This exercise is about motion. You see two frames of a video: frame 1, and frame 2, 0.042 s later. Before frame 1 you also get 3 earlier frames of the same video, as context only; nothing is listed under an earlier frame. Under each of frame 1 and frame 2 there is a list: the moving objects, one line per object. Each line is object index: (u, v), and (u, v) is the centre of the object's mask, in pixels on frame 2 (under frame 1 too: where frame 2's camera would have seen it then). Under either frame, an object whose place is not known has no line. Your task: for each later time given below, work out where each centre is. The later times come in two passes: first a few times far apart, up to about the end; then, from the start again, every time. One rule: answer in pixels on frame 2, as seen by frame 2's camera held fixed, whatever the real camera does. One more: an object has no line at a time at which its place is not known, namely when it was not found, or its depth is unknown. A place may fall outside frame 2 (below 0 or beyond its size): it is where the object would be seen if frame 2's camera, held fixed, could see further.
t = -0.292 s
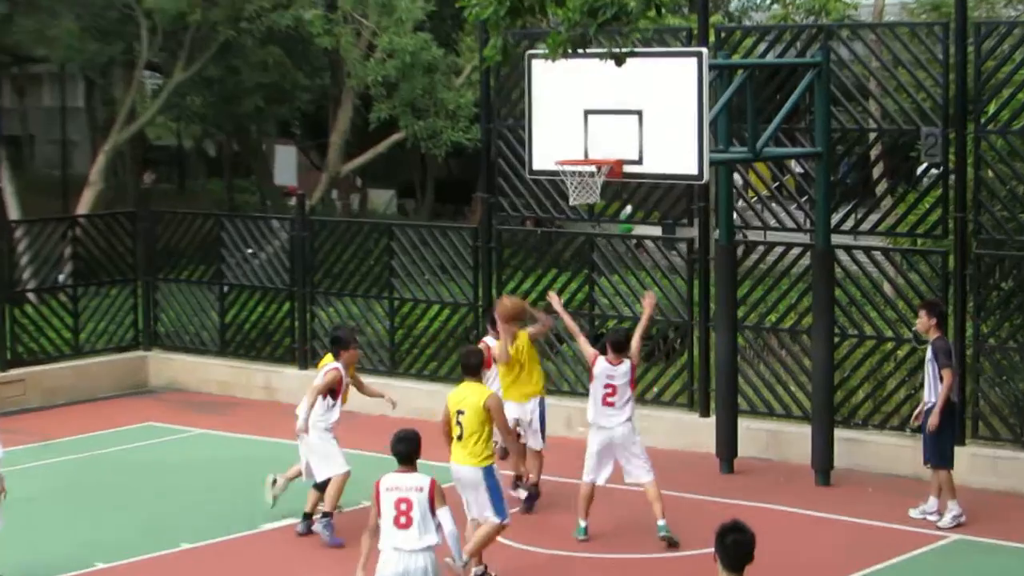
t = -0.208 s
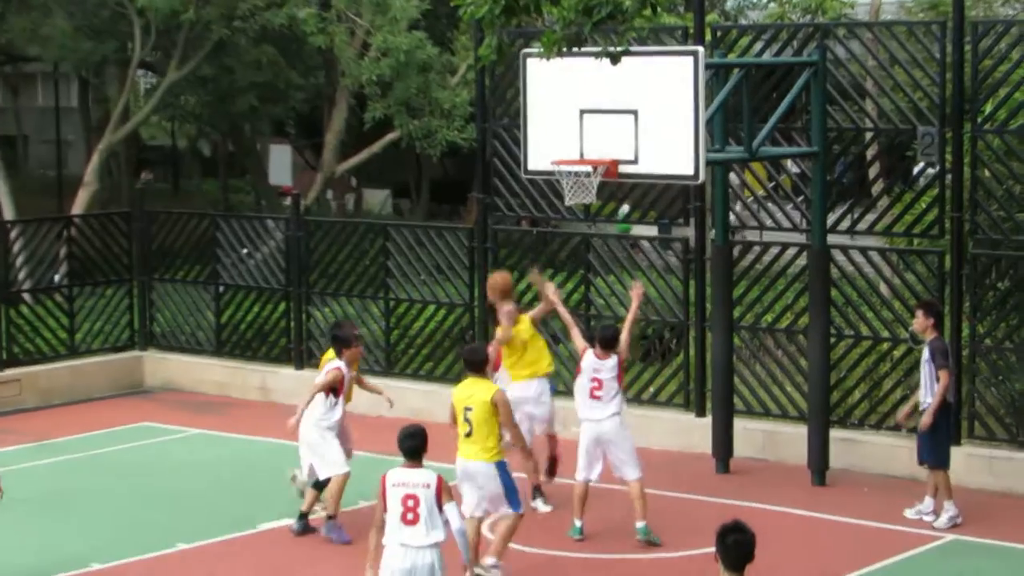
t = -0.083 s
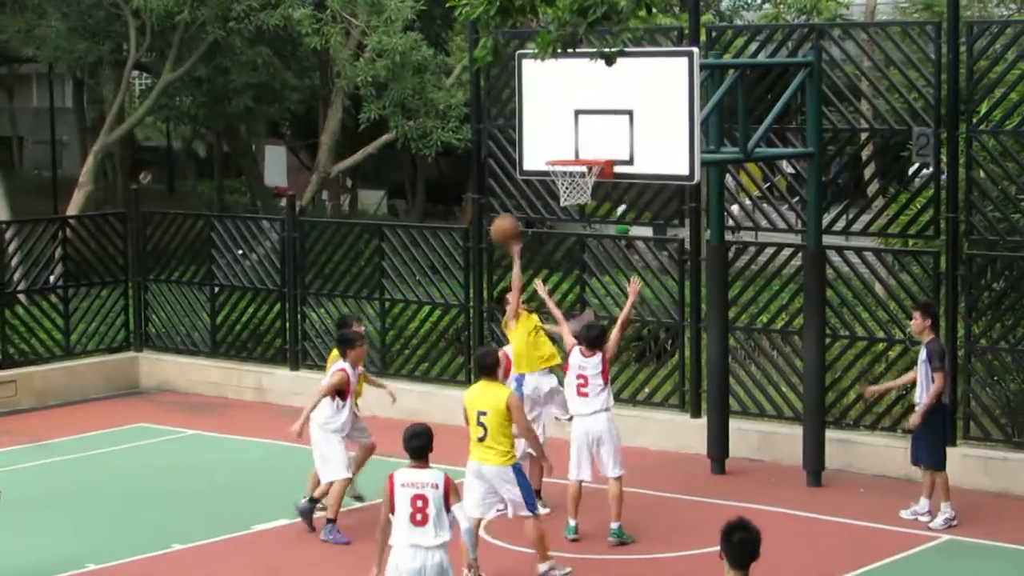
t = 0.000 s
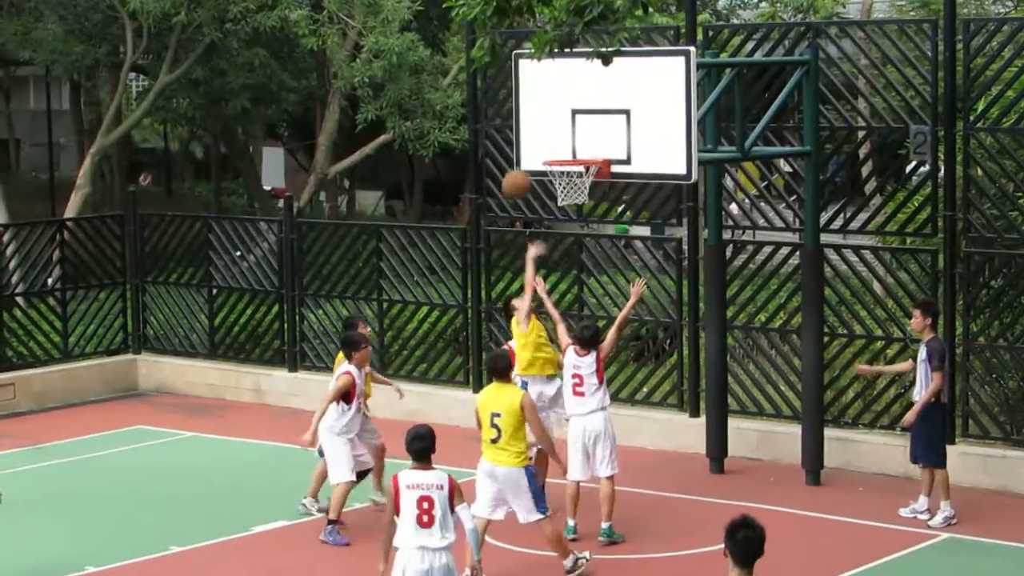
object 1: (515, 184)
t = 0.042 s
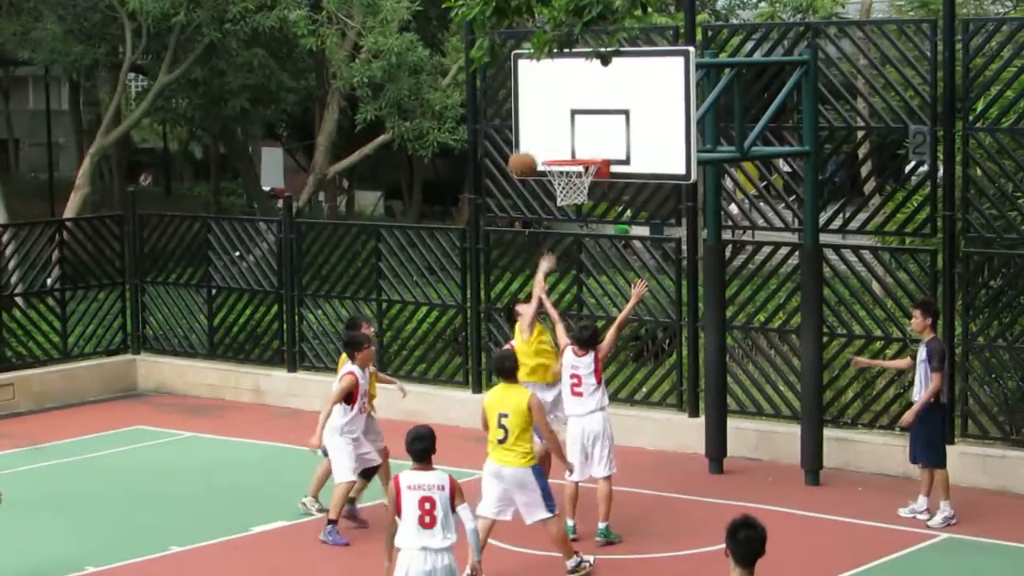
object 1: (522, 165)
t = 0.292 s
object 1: (550, 108)
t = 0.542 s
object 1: (560, 149)
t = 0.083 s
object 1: (530, 146)
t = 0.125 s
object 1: (538, 130)
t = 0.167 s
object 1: (545, 117)
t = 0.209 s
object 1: (546, 112)
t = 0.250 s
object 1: (548, 108)
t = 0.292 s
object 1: (550, 108)
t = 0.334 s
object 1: (551, 109)
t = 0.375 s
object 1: (553, 113)
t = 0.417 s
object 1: (555, 119)
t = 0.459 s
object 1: (556, 126)
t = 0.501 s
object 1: (558, 137)
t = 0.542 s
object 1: (560, 149)
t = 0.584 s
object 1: (565, 152)
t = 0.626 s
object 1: (572, 161)
